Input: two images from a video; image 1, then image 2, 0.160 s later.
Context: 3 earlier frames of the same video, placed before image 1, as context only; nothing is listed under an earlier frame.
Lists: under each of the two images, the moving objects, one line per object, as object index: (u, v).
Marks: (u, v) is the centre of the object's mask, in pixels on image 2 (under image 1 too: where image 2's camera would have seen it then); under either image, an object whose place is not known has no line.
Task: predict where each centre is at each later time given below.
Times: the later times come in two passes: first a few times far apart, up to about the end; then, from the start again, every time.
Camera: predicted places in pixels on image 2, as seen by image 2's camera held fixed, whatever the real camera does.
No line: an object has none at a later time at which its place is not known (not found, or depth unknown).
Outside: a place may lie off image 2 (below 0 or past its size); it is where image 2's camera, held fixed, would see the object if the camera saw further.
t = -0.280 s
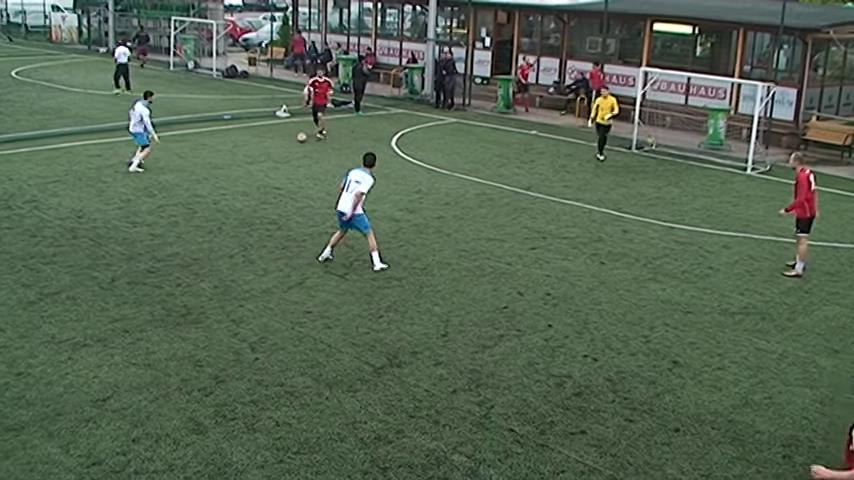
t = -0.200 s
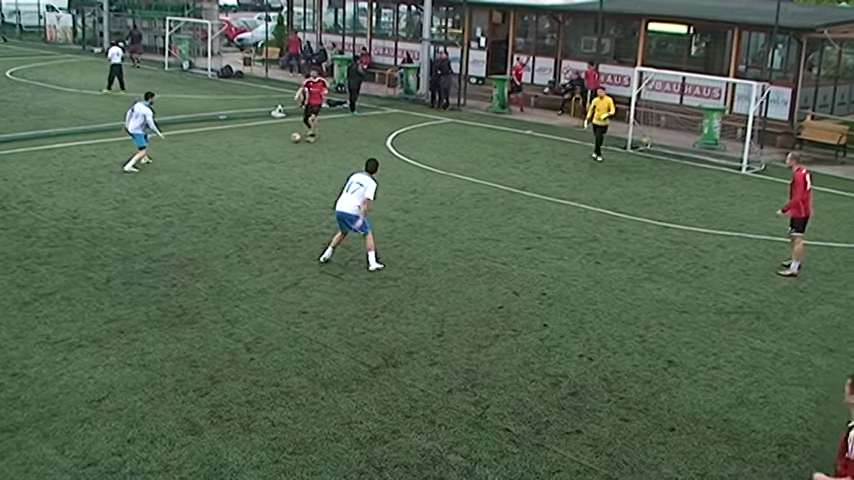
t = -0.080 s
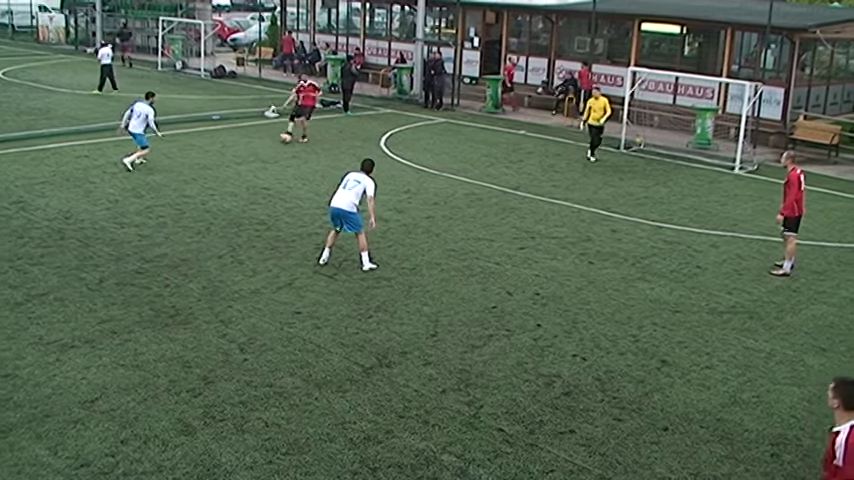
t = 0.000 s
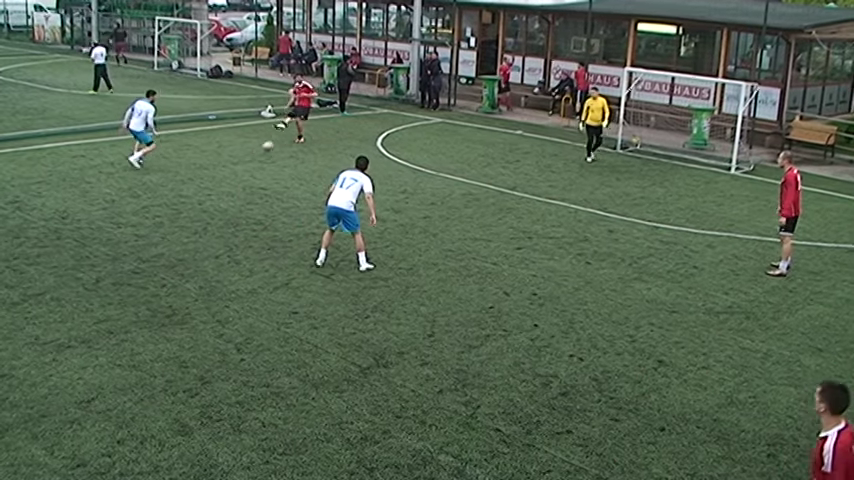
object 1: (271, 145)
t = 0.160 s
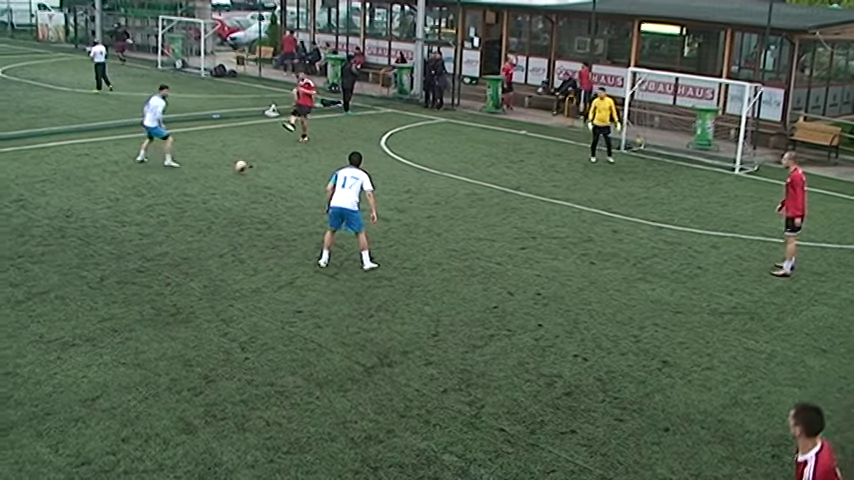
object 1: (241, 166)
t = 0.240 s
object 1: (224, 174)
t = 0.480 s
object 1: (174, 215)
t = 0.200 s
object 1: (233, 169)
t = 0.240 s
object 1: (224, 174)
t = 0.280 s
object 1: (216, 181)
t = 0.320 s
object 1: (208, 188)
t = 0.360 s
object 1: (200, 198)
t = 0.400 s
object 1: (191, 205)
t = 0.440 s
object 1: (182, 210)
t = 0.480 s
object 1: (174, 215)
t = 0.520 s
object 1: (164, 222)
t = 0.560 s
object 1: (154, 231)
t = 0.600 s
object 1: (144, 243)
